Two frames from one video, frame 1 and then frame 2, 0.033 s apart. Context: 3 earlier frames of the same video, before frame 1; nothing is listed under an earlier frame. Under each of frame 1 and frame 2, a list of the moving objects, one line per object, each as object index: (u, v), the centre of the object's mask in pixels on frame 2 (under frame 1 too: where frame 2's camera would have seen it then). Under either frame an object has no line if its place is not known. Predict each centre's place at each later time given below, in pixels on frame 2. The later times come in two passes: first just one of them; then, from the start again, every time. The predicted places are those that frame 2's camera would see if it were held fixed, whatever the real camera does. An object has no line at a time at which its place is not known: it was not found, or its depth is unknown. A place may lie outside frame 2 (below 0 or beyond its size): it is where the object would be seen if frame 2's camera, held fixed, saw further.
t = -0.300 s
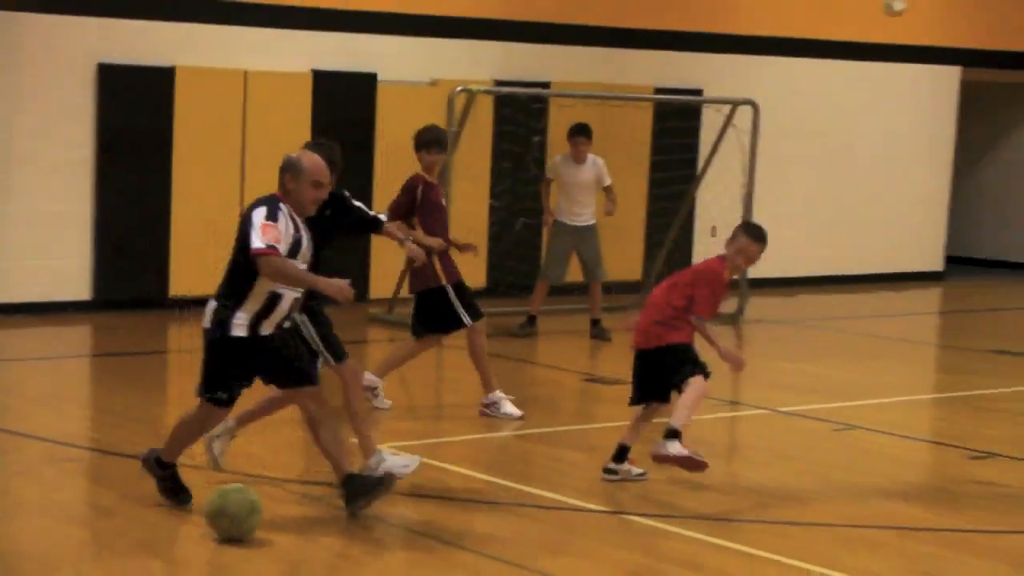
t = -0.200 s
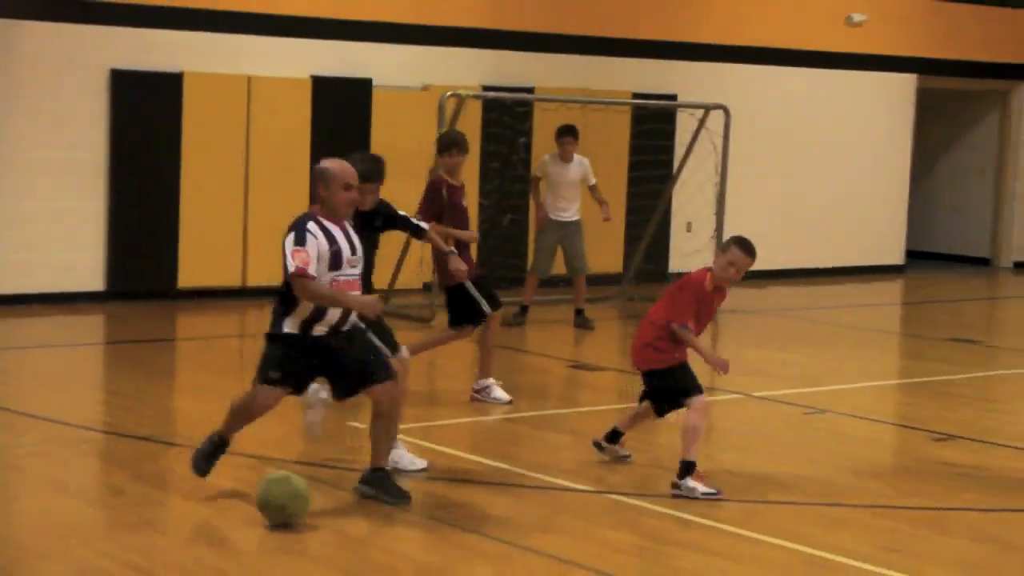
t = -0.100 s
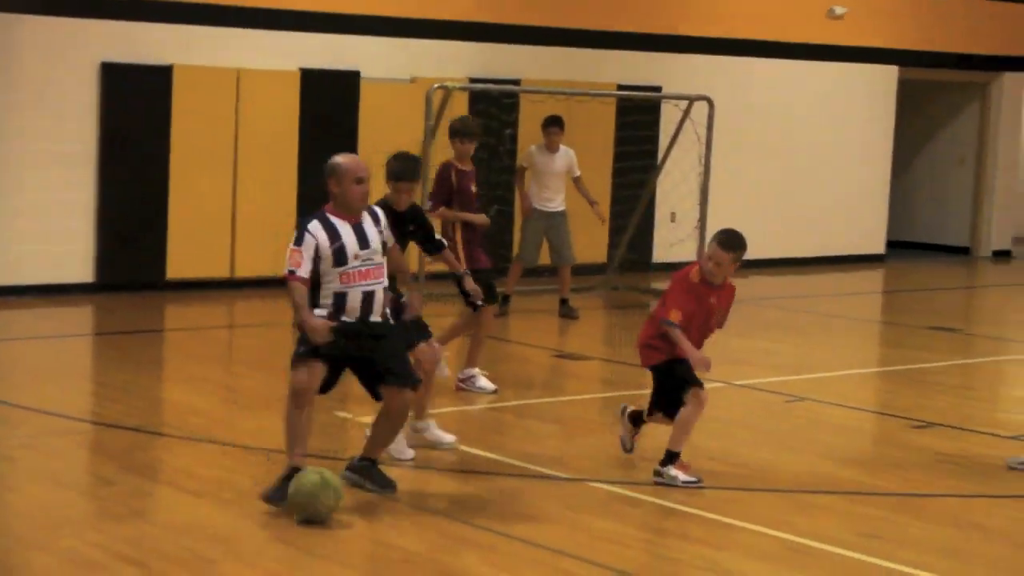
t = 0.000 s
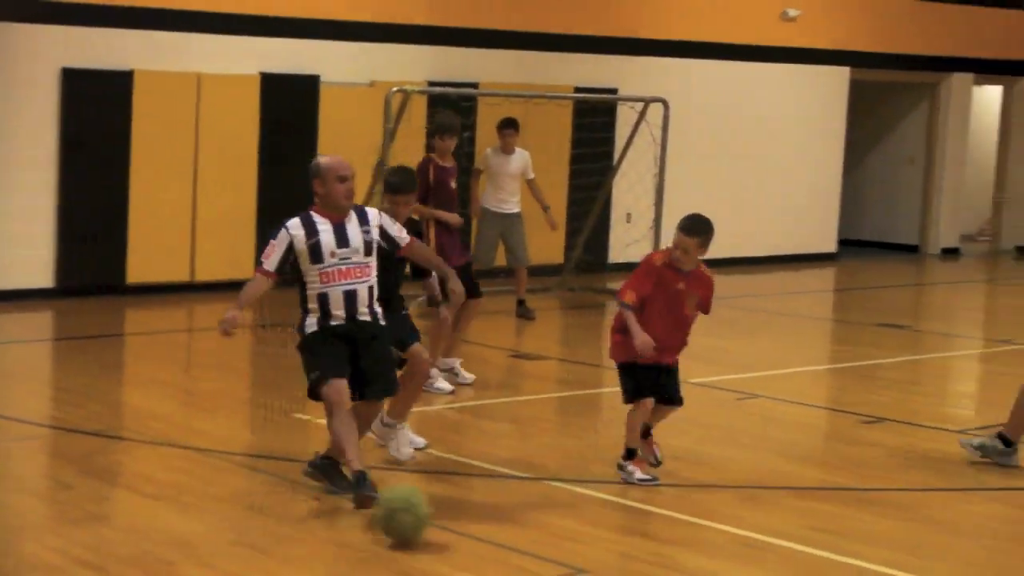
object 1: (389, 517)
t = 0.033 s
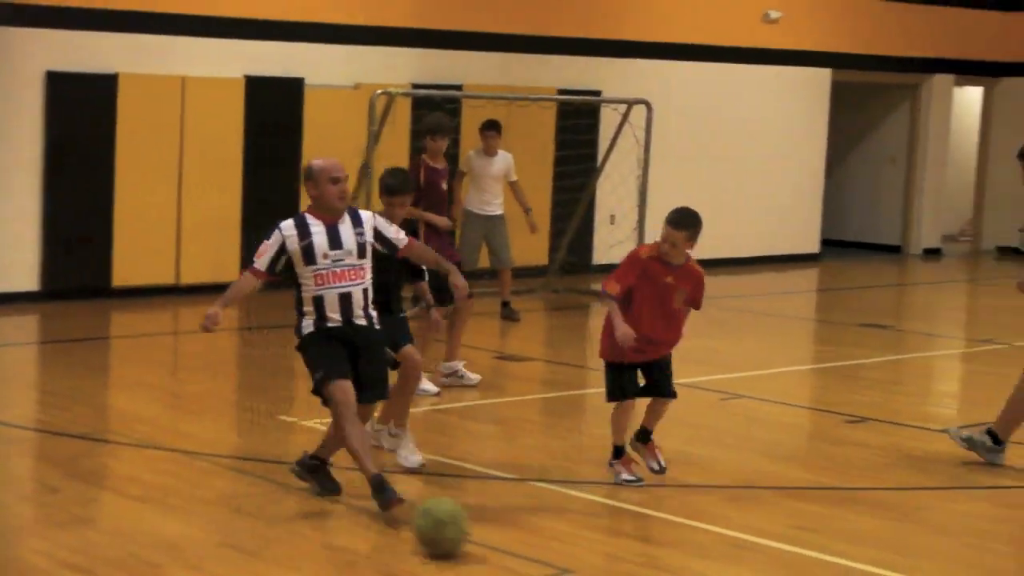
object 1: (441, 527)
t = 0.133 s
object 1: (592, 545)
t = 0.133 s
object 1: (592, 545)
